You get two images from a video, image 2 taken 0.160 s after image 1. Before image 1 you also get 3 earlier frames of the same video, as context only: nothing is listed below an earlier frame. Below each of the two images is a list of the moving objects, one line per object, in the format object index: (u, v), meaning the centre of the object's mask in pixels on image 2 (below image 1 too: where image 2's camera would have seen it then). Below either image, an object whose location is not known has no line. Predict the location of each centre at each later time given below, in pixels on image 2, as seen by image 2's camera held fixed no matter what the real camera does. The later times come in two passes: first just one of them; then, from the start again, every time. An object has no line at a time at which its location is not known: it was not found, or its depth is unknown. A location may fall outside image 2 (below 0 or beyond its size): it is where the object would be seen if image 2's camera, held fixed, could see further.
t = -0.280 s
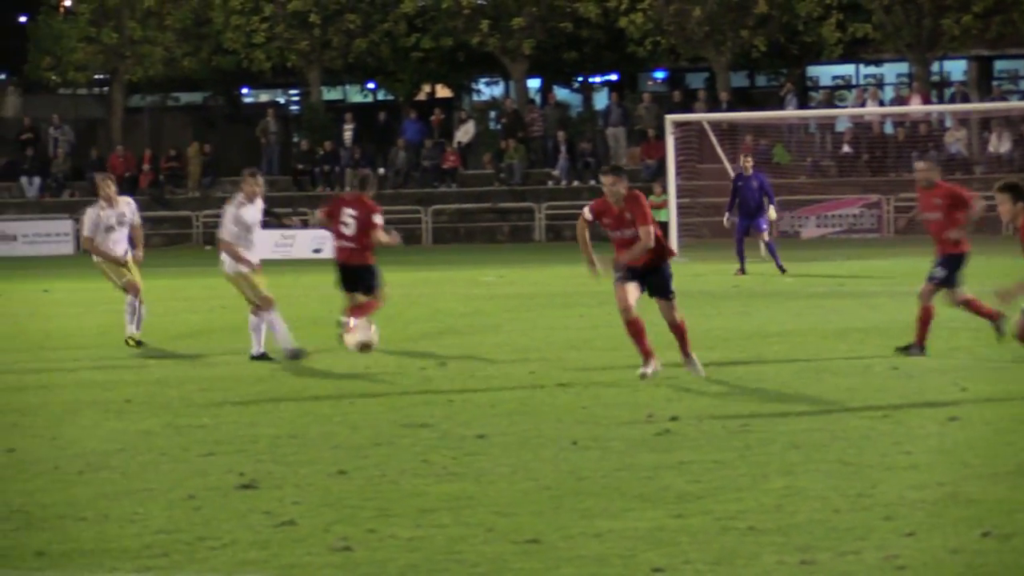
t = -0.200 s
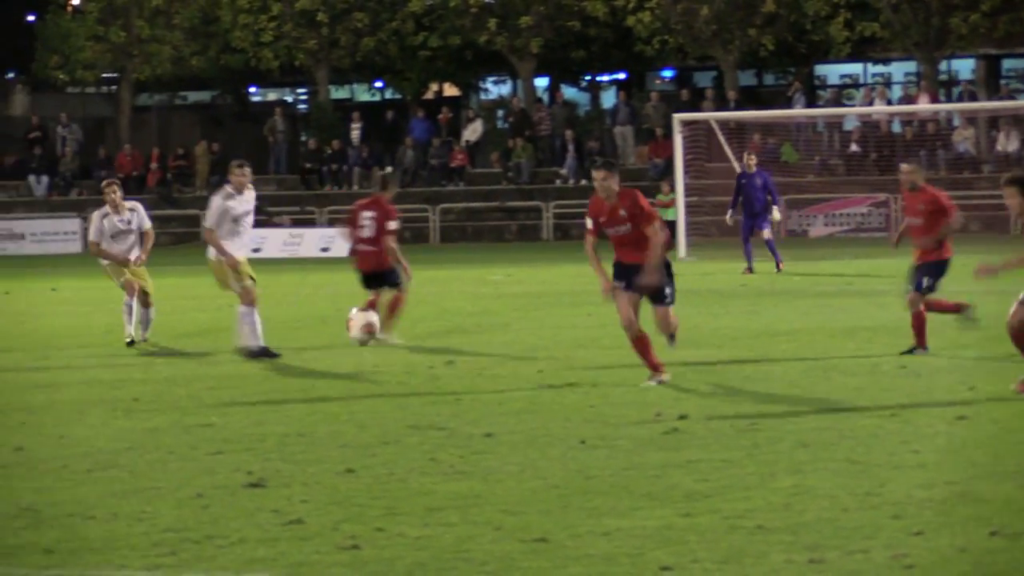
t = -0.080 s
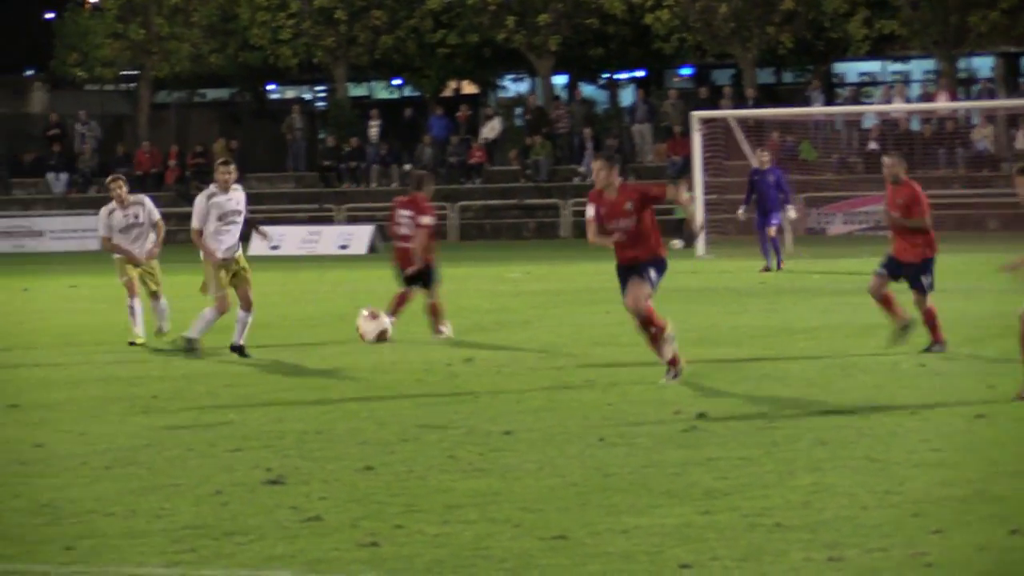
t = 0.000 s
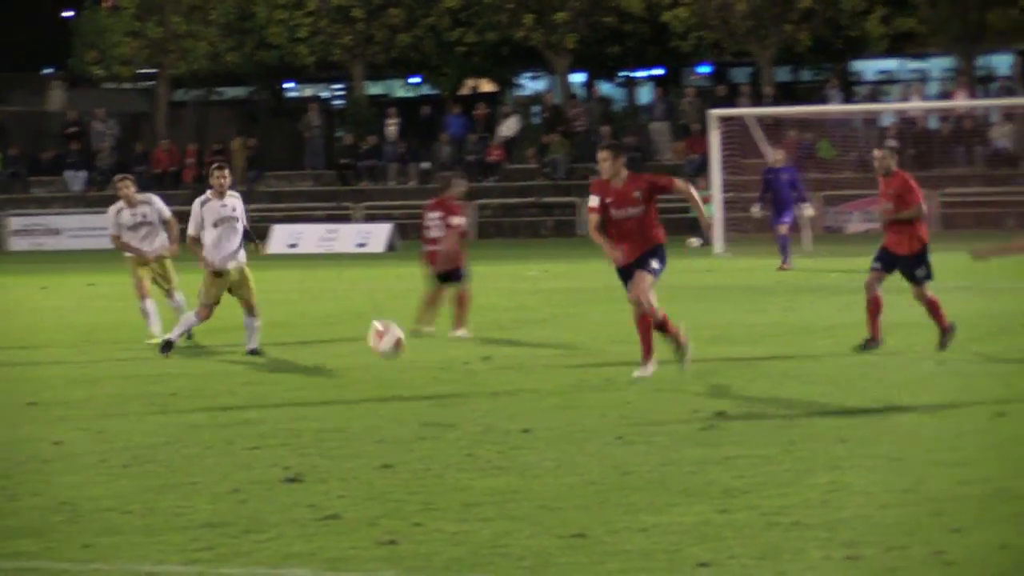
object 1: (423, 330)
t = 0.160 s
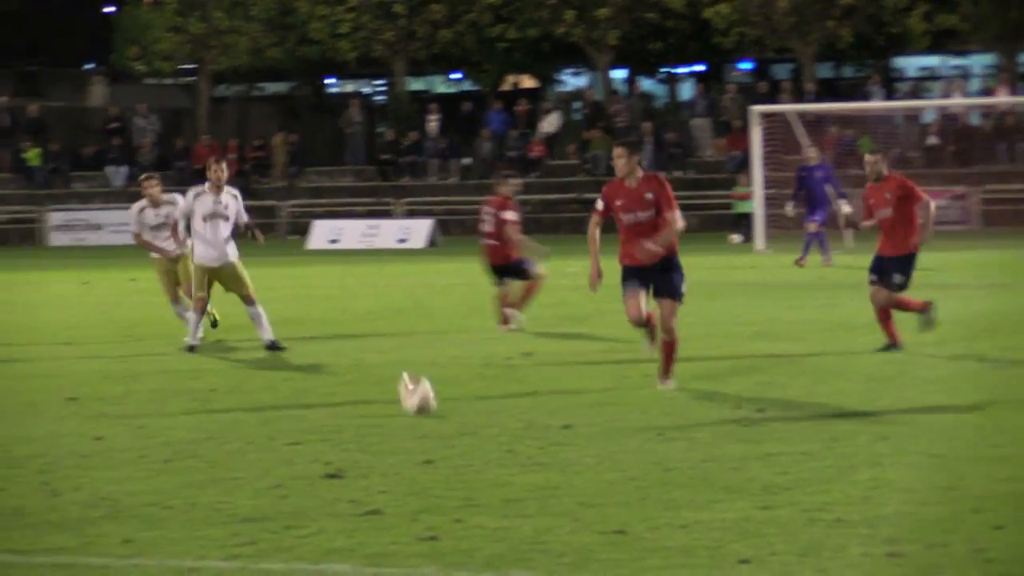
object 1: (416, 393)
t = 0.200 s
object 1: (414, 392)
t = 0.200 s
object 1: (414, 392)
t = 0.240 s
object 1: (409, 383)
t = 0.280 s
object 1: (405, 375)
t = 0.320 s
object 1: (402, 369)
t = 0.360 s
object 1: (398, 368)
